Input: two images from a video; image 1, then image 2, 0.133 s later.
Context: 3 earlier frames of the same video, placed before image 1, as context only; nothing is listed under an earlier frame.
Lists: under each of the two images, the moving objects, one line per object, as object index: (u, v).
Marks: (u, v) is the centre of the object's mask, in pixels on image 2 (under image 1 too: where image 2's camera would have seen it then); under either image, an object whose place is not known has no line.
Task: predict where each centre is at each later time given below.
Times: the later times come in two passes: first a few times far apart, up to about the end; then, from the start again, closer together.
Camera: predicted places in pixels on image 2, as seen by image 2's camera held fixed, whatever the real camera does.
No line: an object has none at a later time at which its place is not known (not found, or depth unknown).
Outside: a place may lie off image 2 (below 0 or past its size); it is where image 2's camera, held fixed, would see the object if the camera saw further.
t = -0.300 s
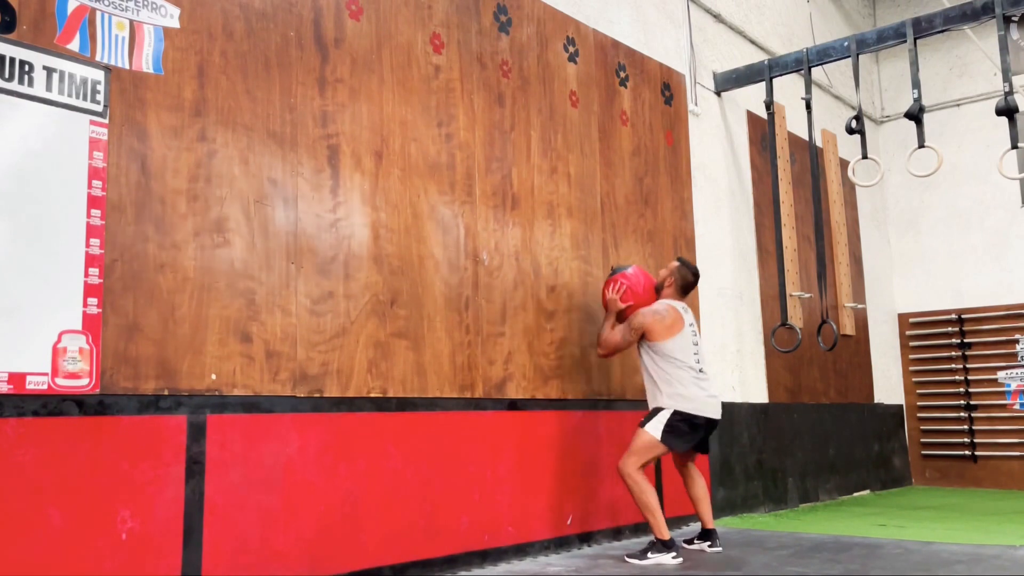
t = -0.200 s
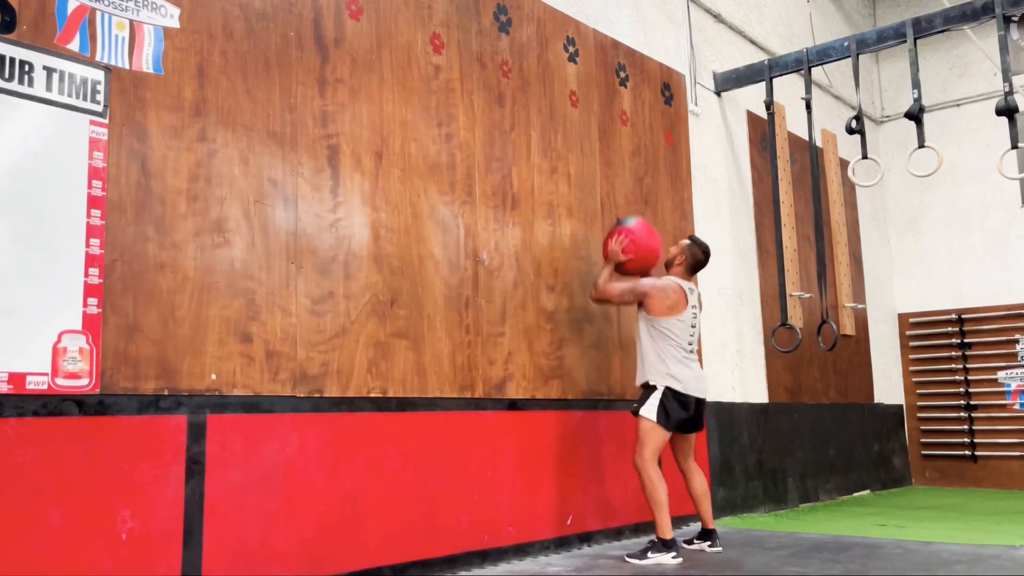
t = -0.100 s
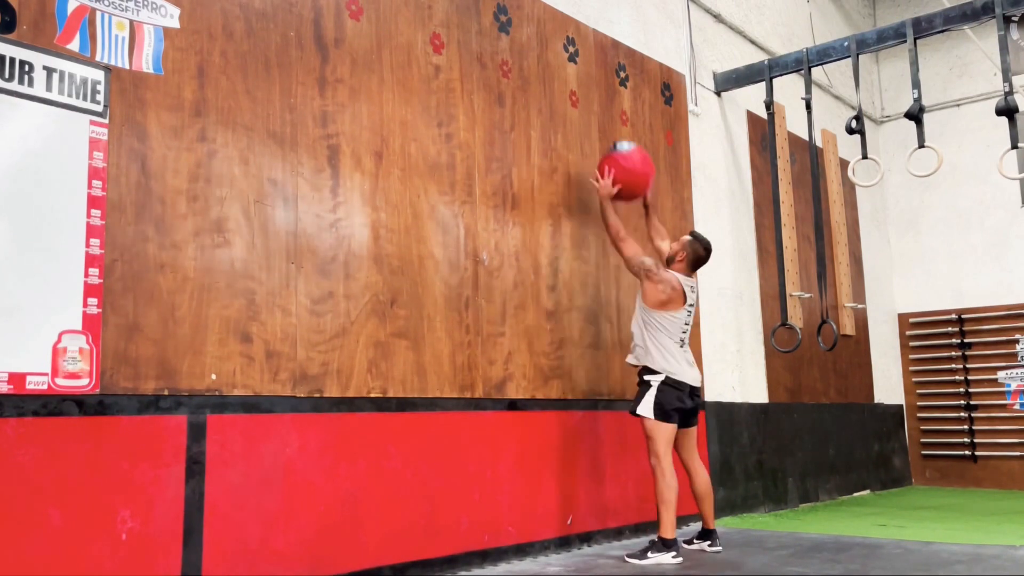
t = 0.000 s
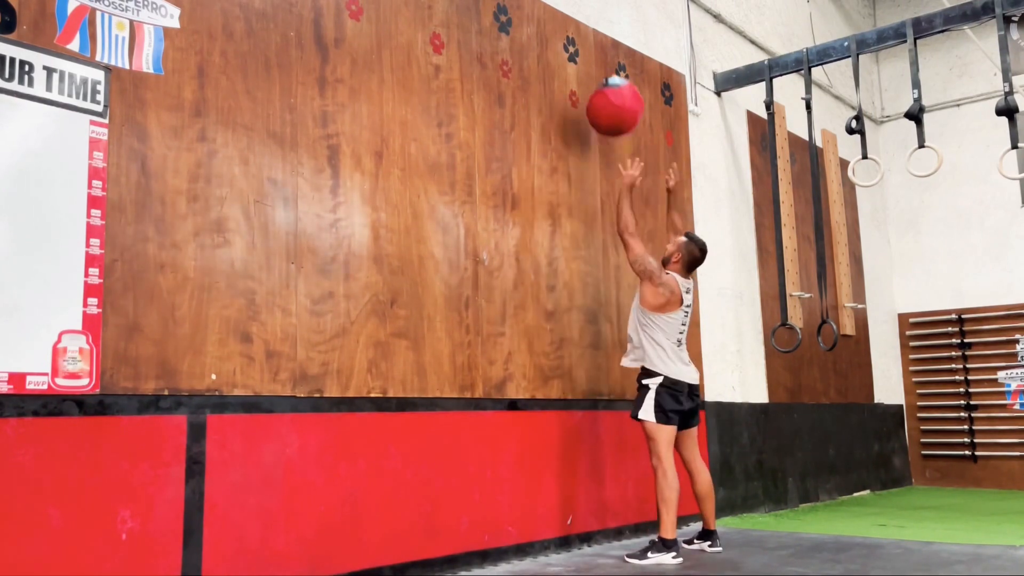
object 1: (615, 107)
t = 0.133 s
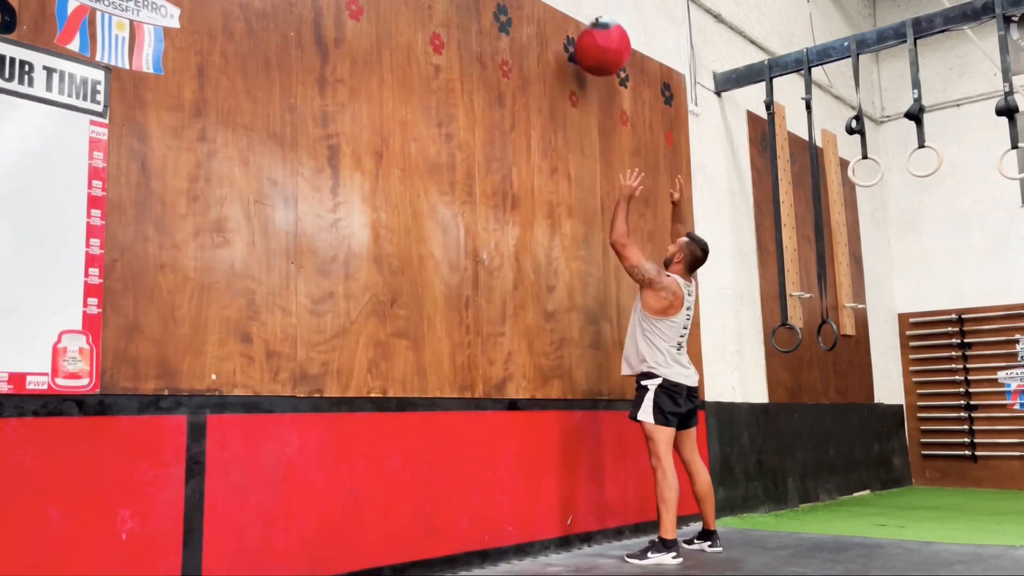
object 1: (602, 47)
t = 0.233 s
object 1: (594, 23)
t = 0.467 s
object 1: (593, 20)
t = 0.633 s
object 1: (596, 60)
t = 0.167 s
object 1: (600, 37)
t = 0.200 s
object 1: (597, 28)
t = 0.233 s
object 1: (594, 23)
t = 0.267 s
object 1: (591, 20)
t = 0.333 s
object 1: (590, 17)
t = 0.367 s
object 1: (590, 17)
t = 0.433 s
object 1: (592, 18)
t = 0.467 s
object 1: (593, 20)
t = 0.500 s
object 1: (593, 23)
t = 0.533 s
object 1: (594, 28)
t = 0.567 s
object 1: (595, 37)
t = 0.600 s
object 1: (596, 48)
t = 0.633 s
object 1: (596, 60)
